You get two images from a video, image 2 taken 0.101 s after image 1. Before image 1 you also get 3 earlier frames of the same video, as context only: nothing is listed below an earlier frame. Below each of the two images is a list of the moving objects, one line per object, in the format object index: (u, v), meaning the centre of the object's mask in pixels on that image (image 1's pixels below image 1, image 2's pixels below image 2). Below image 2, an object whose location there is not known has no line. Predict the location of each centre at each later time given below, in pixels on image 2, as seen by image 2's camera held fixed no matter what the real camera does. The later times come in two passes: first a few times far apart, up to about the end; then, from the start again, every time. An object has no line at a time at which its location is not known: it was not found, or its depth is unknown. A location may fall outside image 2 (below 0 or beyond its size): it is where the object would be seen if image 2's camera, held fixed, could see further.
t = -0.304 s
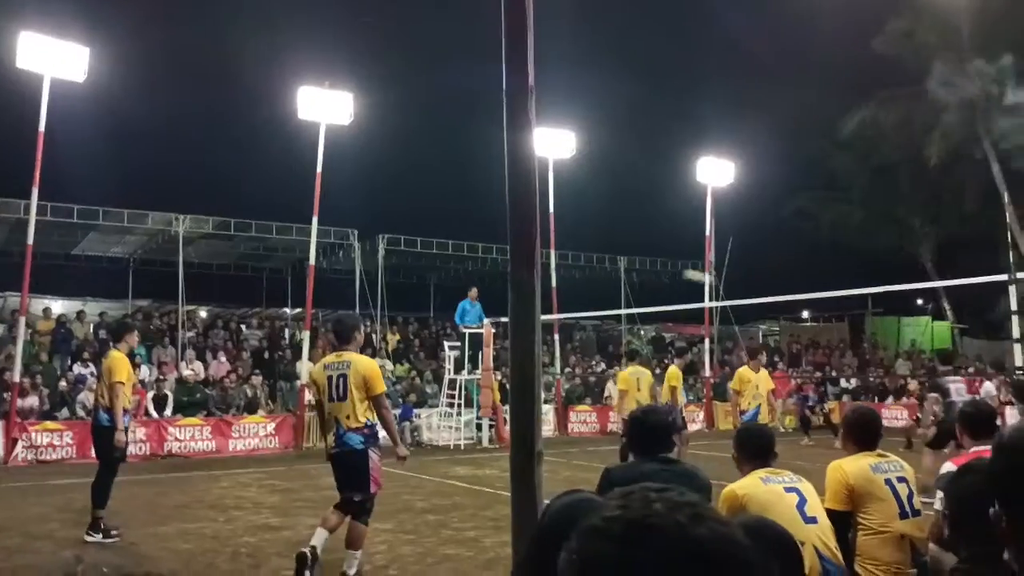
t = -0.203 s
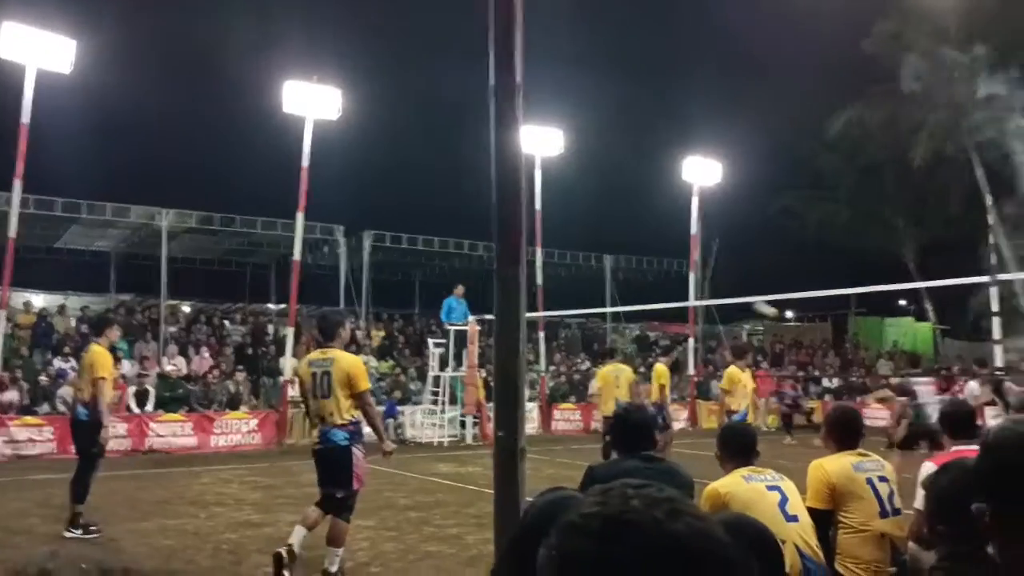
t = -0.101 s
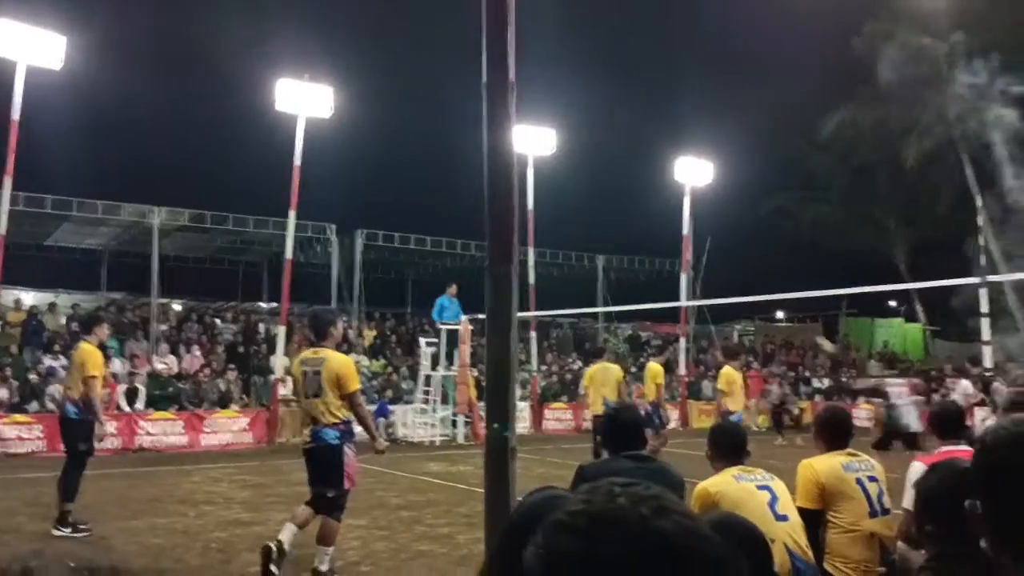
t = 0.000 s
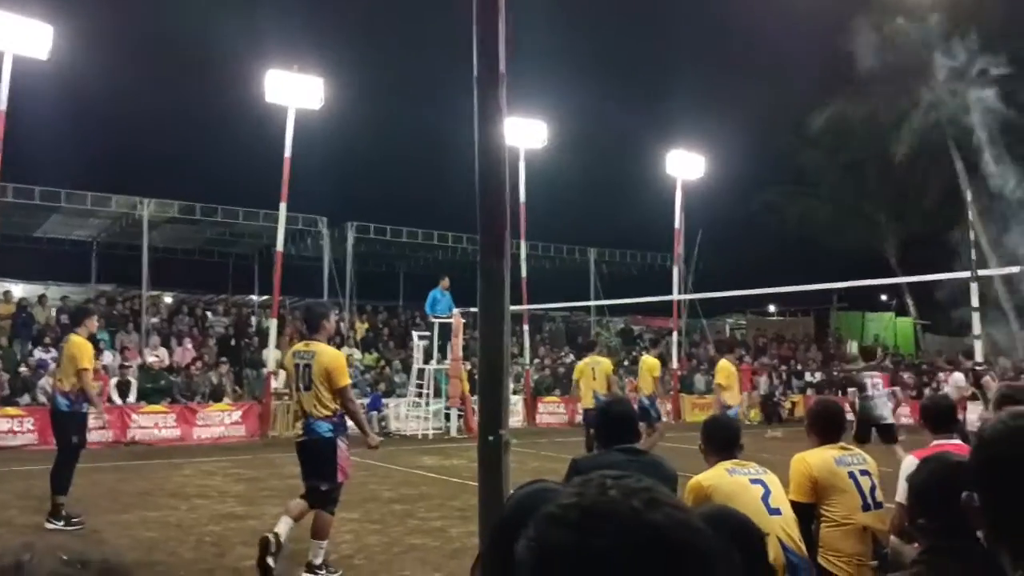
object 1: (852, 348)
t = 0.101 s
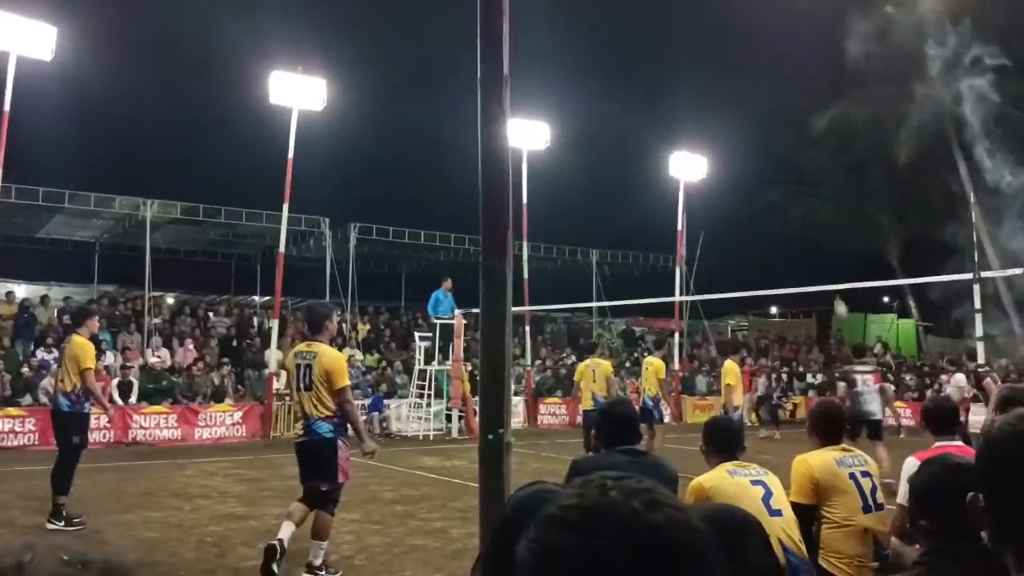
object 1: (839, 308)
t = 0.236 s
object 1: (823, 263)
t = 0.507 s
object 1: (790, 197)
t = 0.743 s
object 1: (761, 170)
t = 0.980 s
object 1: (730, 171)
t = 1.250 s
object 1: (694, 213)
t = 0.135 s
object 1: (836, 298)
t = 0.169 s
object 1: (831, 283)
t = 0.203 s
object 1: (828, 274)
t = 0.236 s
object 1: (823, 263)
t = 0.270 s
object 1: (819, 252)
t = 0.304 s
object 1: (815, 242)
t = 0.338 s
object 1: (811, 234)
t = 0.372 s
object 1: (806, 226)
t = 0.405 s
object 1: (802, 218)
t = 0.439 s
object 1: (799, 211)
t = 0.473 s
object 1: (794, 204)
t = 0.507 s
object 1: (790, 197)
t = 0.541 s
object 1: (786, 192)
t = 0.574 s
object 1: (781, 187)
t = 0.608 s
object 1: (778, 182)
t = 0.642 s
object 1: (774, 178)
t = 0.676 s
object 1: (770, 174)
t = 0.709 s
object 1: (765, 171)
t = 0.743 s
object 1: (761, 170)
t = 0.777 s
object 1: (756, 168)
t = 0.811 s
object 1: (751, 167)
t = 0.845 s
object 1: (747, 166)
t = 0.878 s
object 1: (743, 166)
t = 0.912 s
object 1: (739, 168)
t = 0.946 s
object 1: (734, 169)
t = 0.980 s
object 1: (730, 171)
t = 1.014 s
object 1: (726, 175)
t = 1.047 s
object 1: (721, 178)
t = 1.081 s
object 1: (716, 182)
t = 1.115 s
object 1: (712, 187)
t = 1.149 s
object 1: (707, 193)
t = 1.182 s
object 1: (703, 198)
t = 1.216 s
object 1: (698, 205)
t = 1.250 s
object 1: (694, 213)
